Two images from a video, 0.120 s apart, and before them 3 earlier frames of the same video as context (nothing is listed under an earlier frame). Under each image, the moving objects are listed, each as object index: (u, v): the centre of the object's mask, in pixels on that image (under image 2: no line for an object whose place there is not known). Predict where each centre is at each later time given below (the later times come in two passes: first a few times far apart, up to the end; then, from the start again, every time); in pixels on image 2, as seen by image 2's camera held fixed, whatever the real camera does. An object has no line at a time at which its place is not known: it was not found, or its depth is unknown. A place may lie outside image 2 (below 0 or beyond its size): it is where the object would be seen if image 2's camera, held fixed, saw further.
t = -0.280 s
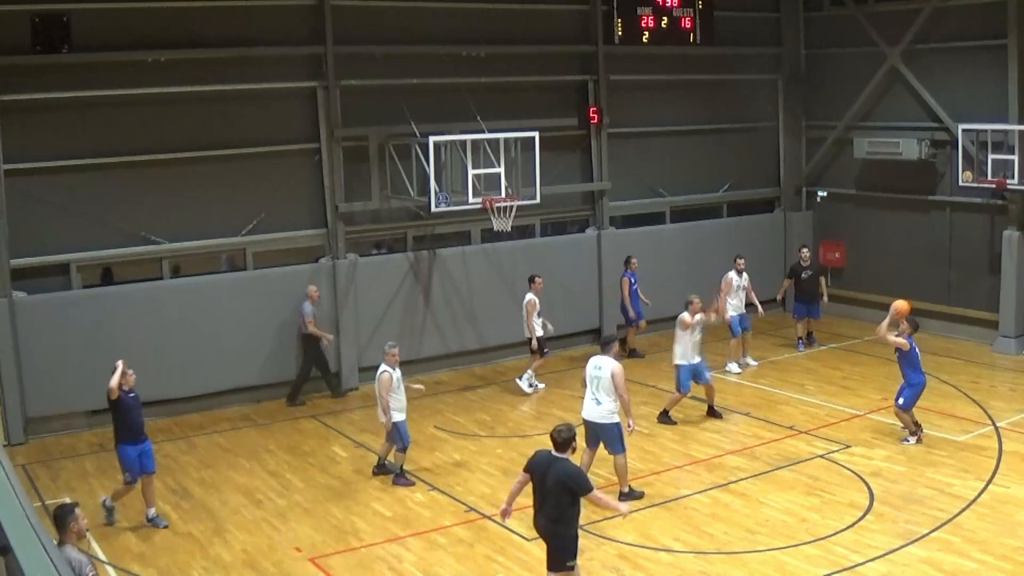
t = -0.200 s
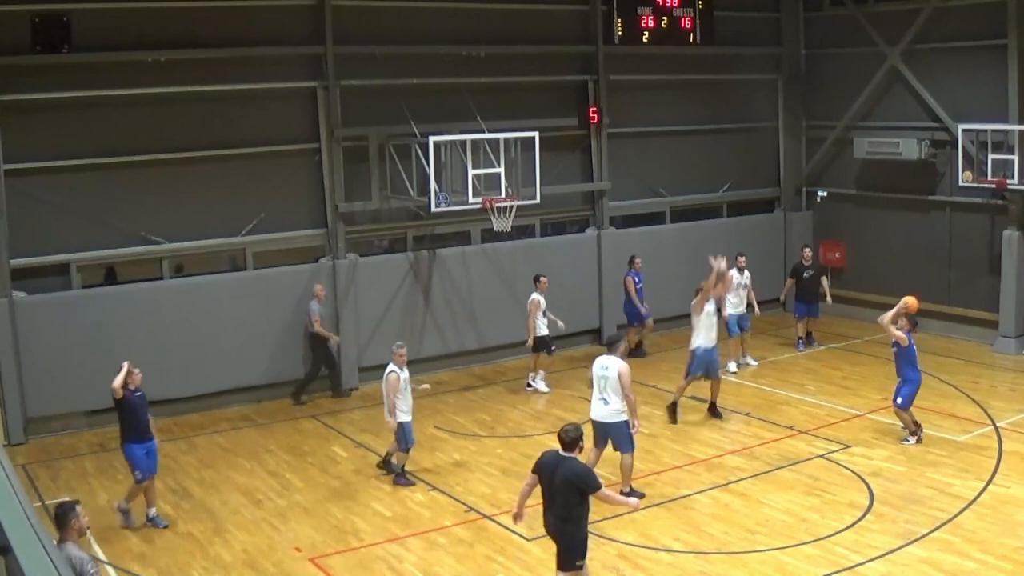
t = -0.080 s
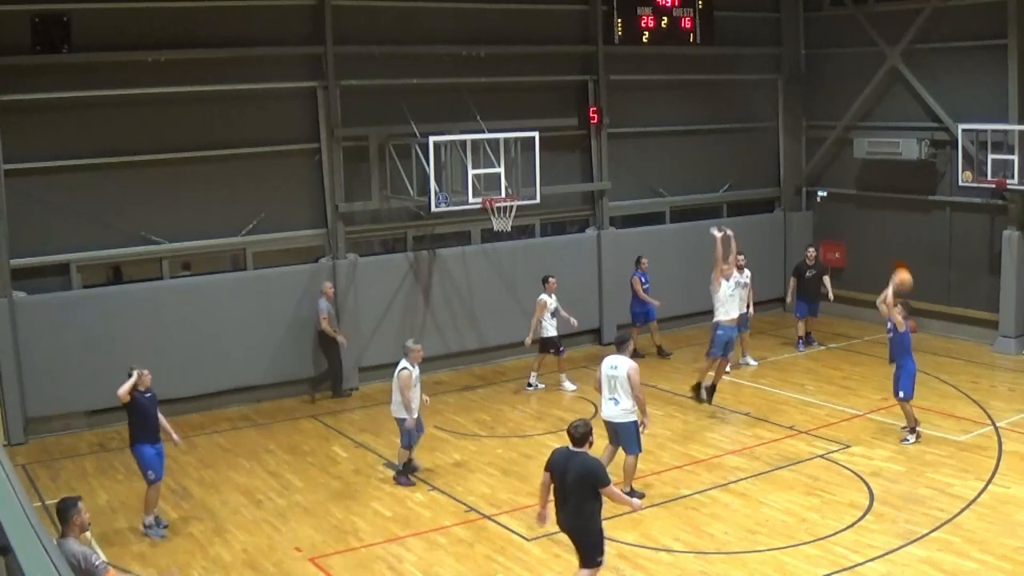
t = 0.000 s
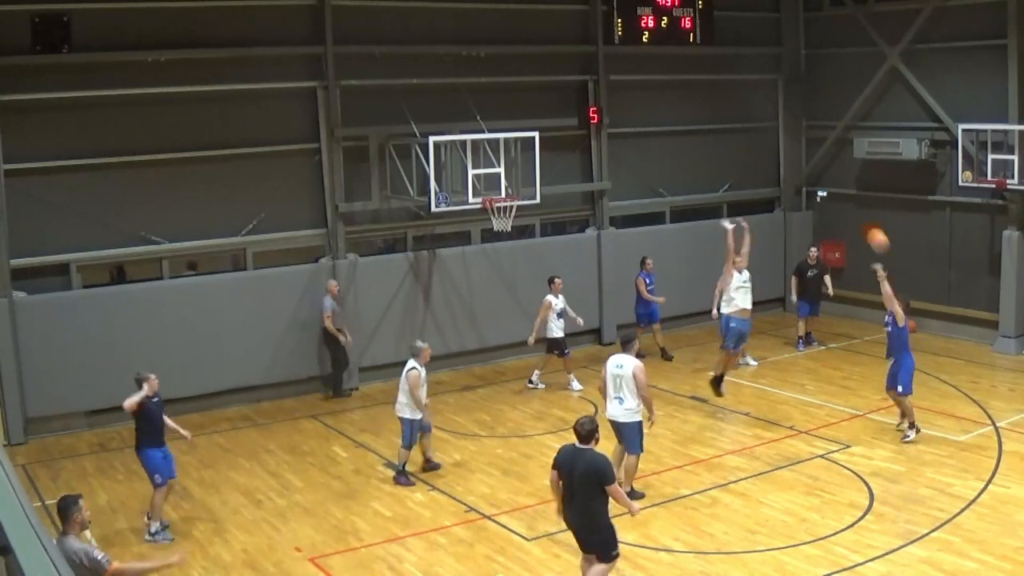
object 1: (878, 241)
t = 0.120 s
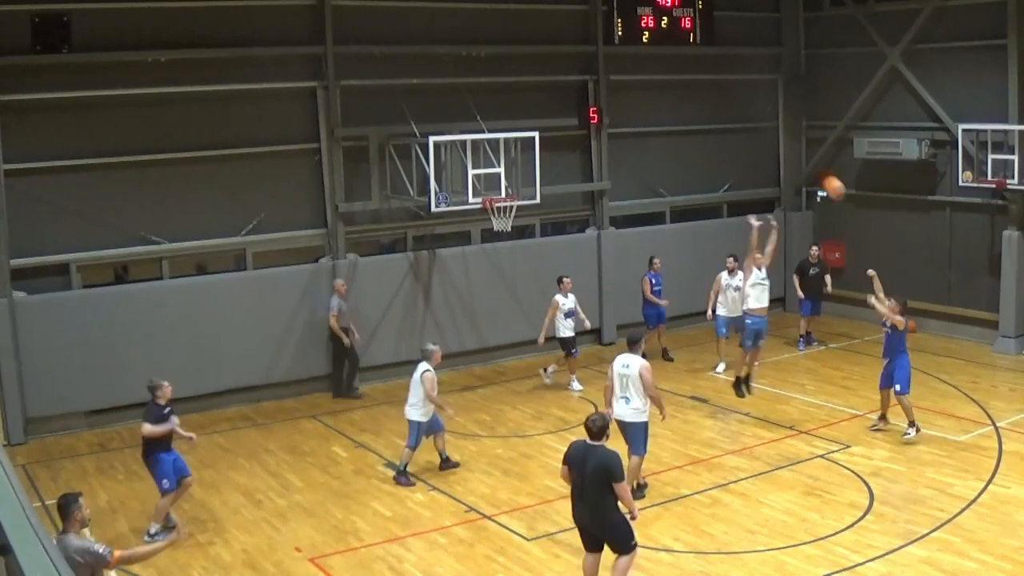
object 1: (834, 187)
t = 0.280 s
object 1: (775, 136)
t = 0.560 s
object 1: (679, 96)
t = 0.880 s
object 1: (580, 122)
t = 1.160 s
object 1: (509, 192)
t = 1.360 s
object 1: (553, 196)
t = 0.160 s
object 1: (819, 173)
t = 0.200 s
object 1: (804, 159)
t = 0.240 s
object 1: (790, 147)
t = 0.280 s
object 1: (775, 136)
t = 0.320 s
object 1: (761, 127)
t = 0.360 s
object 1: (747, 119)
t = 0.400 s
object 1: (733, 112)
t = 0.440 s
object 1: (719, 106)
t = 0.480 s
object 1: (706, 101)
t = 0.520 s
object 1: (692, 98)
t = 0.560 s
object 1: (679, 96)
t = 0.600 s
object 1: (666, 95)
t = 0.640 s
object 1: (653, 96)
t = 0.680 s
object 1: (640, 98)
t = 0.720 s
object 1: (627, 100)
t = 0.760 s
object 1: (615, 104)
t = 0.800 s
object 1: (605, 109)
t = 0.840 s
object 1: (592, 115)
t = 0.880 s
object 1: (580, 122)
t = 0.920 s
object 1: (568, 130)
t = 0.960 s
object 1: (557, 139)
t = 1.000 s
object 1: (547, 149)
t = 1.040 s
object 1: (535, 159)
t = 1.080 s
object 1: (524, 173)
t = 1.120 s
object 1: (514, 187)
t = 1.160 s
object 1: (509, 192)
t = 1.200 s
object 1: (517, 191)
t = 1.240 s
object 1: (526, 191)
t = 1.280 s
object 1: (535, 191)
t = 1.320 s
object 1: (544, 194)
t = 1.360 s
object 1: (553, 196)
